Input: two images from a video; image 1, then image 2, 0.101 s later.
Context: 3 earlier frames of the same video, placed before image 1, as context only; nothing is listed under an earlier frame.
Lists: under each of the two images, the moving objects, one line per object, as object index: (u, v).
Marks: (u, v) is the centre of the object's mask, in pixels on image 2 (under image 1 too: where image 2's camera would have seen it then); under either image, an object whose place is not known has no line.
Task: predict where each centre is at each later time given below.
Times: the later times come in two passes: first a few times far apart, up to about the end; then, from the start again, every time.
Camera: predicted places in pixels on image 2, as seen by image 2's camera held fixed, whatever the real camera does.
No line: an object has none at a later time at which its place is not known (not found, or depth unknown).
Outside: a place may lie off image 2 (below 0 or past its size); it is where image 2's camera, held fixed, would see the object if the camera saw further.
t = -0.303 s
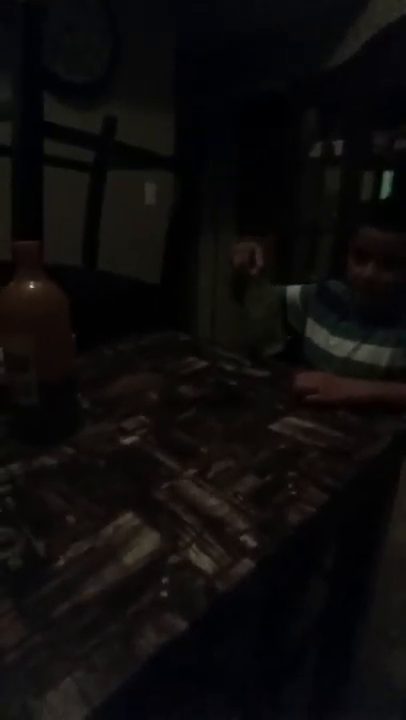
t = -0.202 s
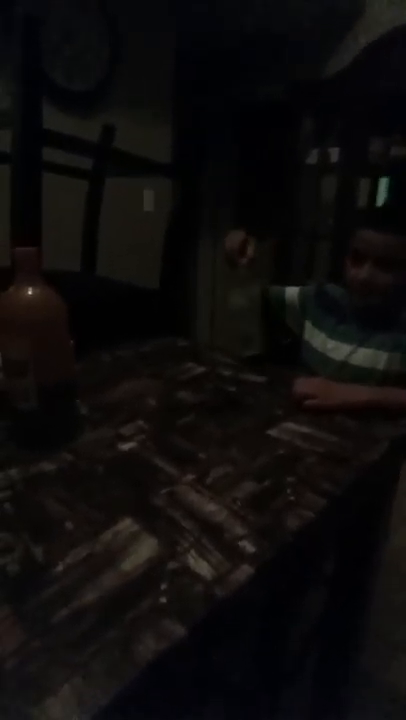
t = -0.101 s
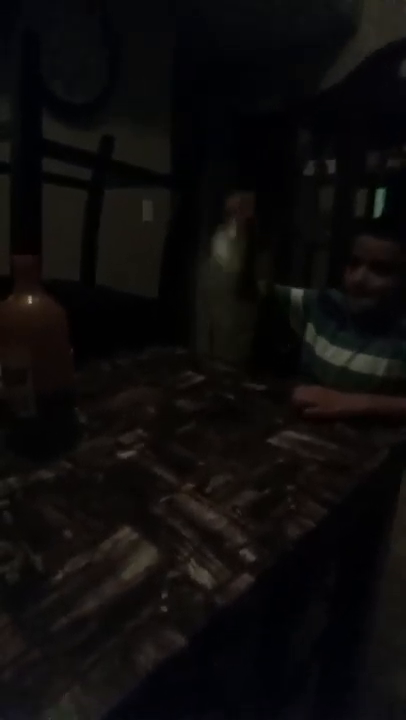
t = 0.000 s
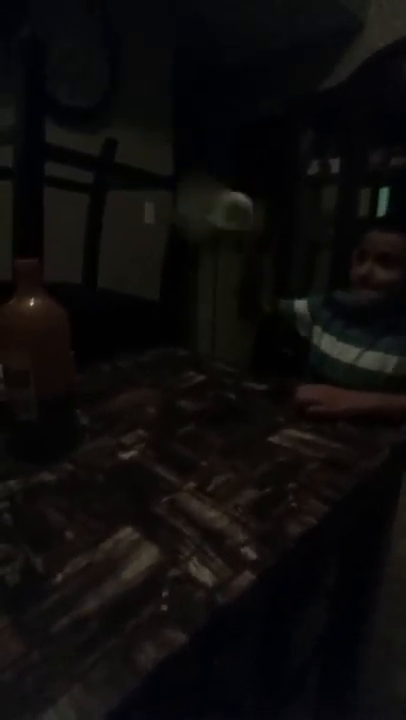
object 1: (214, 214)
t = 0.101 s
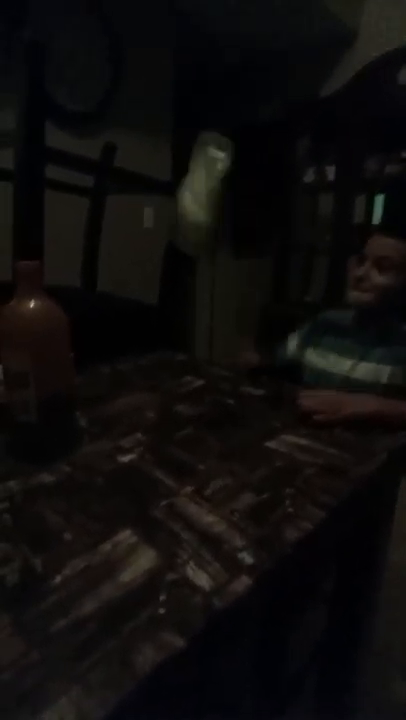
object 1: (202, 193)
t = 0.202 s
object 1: (207, 178)
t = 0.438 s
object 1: (221, 372)
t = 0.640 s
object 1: (230, 375)
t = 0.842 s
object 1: (229, 374)
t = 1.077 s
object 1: (230, 375)
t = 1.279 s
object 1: (229, 374)
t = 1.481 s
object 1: (229, 375)
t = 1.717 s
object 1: (230, 374)
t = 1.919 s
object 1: (230, 375)
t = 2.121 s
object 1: (230, 374)
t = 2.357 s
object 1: (230, 375)
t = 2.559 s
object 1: (230, 374)
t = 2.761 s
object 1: (229, 375)
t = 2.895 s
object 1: (230, 375)
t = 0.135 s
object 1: (198, 178)
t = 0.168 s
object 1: (202, 172)
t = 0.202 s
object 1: (207, 178)
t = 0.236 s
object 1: (209, 194)
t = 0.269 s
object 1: (212, 216)
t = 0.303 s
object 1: (217, 244)
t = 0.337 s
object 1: (225, 279)
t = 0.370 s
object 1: (209, 302)
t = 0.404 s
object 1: (220, 349)
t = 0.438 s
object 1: (221, 372)
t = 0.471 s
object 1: (222, 374)
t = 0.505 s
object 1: (225, 374)
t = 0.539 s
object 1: (227, 374)
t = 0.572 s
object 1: (229, 375)
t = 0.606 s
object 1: (230, 375)
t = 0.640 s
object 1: (230, 375)
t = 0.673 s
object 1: (230, 375)
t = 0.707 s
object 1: (230, 375)
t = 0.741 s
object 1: (230, 374)
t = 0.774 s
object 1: (229, 374)
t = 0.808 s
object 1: (229, 374)
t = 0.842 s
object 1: (229, 374)
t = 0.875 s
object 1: (230, 374)
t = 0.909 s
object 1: (230, 374)
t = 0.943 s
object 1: (229, 375)
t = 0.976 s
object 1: (230, 375)
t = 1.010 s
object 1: (230, 375)
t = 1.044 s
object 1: (230, 375)
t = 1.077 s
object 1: (230, 375)
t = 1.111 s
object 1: (230, 375)
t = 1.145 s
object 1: (230, 375)
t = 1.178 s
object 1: (229, 375)
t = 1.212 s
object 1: (228, 374)
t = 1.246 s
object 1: (228, 374)
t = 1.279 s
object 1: (229, 374)
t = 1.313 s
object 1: (229, 374)
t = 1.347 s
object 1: (229, 374)
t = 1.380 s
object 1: (229, 374)
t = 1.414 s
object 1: (229, 374)
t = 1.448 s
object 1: (229, 374)
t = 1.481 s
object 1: (229, 375)
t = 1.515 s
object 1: (230, 375)
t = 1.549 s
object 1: (229, 375)
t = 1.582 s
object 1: (229, 374)
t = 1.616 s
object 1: (229, 374)
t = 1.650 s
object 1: (229, 374)
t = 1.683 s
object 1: (229, 374)
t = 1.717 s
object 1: (230, 374)
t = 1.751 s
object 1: (230, 374)
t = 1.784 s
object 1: (229, 374)
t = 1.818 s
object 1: (230, 375)
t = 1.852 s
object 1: (230, 375)
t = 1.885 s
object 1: (229, 375)
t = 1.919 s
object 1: (230, 375)
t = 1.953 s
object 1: (230, 375)
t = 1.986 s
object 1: (229, 374)
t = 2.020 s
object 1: (229, 375)
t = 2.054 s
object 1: (230, 375)
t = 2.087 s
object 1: (230, 374)
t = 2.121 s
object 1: (230, 374)
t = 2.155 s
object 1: (230, 374)
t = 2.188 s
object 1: (229, 374)
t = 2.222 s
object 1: (230, 374)
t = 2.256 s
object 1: (230, 375)
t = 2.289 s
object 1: (229, 375)
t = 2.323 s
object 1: (230, 375)
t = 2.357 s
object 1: (230, 375)
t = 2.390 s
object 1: (229, 375)
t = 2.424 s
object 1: (229, 375)
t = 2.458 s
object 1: (230, 374)
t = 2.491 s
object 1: (230, 374)
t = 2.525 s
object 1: (230, 374)
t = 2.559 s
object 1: (230, 374)
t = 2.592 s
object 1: (230, 375)
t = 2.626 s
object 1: (229, 375)
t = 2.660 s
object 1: (229, 374)
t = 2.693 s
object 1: (229, 375)
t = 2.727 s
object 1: (230, 374)
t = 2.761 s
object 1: (229, 375)
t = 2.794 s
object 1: (230, 375)
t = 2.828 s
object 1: (230, 375)
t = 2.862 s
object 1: (230, 375)
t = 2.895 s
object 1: (230, 375)
